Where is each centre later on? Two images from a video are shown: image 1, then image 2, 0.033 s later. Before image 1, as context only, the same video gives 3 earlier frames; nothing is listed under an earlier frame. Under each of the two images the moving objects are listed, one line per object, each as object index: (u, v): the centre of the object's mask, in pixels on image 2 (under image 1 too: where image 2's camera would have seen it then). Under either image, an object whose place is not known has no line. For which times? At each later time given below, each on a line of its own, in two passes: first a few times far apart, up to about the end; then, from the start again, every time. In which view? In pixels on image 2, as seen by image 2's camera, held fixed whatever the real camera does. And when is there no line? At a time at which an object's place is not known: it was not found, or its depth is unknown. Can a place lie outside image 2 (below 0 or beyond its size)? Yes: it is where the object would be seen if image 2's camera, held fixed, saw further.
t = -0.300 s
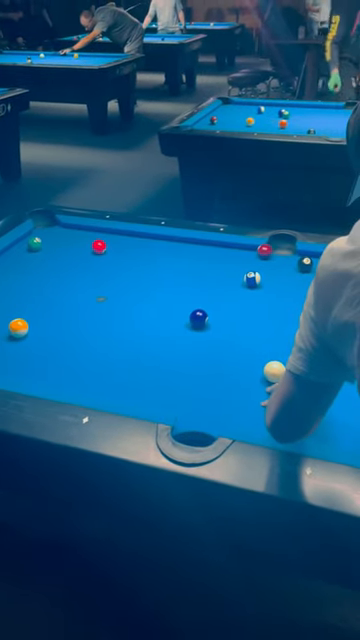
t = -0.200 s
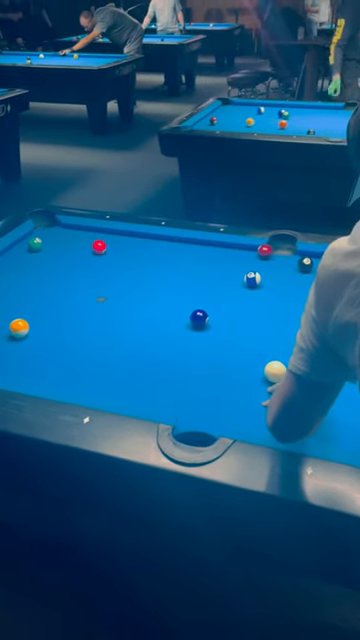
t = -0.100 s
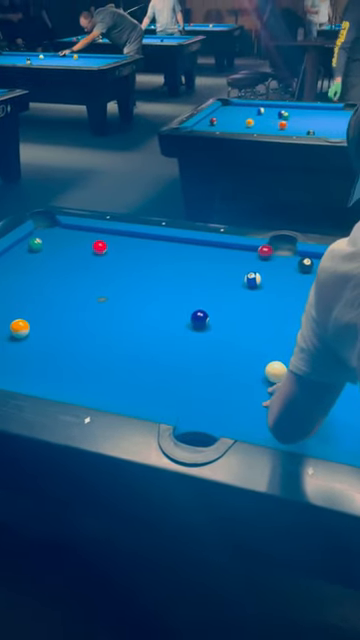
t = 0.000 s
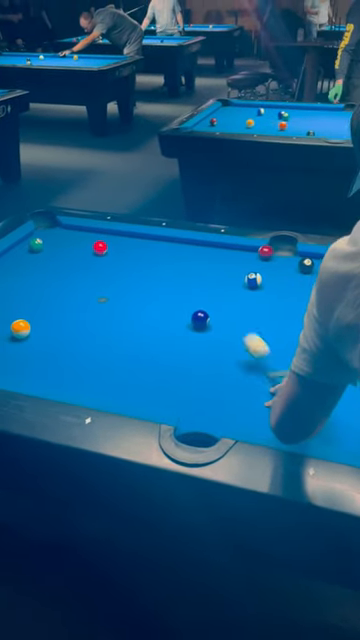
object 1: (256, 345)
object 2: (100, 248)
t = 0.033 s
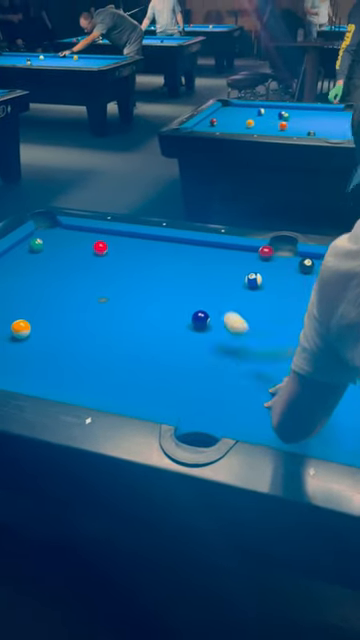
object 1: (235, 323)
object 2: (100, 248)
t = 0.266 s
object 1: (125, 257)
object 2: (100, 247)
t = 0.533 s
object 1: (119, 240)
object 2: (41, 220)
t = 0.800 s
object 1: (128, 236)
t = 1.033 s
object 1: (126, 241)
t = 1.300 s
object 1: (123, 247)
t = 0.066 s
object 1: (215, 305)
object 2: (100, 248)
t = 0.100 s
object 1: (197, 292)
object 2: (100, 247)
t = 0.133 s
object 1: (179, 283)
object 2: (100, 247)
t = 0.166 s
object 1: (164, 277)
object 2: (100, 247)
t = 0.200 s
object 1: (150, 275)
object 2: (100, 247)
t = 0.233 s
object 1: (136, 268)
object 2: (100, 247)
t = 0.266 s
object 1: (125, 257)
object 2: (100, 247)
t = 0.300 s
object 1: (114, 249)
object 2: (99, 247)
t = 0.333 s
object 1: (109, 244)
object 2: (94, 244)
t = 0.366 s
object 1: (111, 240)
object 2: (84, 238)
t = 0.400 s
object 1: (112, 240)
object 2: (74, 235)
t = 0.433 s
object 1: (114, 242)
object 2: (65, 230)
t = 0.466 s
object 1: (116, 242)
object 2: (56, 226)
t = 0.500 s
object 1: (117, 240)
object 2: (48, 223)
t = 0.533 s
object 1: (119, 240)
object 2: (41, 220)
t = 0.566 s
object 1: (120, 240)
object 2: (39, 220)
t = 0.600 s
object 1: (122, 239)
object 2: (45, 224)
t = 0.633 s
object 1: (123, 238)
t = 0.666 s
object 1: (125, 237)
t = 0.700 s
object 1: (126, 237)
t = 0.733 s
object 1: (127, 236)
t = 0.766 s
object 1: (128, 235)
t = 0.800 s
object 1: (128, 236)
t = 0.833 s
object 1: (127, 237)
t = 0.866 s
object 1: (127, 238)
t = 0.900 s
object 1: (127, 238)
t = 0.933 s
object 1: (127, 239)
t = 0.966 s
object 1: (126, 240)
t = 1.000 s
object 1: (126, 241)
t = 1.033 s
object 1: (126, 241)
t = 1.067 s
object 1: (126, 242)
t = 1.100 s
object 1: (125, 243)
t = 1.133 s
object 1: (125, 243)
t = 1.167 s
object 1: (125, 244)
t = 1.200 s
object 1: (124, 244)
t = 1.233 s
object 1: (124, 245)
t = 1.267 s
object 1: (124, 246)
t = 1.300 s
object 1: (123, 247)
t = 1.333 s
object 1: (123, 247)
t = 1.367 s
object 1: (123, 248)
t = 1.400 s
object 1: (123, 248)
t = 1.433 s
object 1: (122, 249)
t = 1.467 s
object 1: (122, 250)
